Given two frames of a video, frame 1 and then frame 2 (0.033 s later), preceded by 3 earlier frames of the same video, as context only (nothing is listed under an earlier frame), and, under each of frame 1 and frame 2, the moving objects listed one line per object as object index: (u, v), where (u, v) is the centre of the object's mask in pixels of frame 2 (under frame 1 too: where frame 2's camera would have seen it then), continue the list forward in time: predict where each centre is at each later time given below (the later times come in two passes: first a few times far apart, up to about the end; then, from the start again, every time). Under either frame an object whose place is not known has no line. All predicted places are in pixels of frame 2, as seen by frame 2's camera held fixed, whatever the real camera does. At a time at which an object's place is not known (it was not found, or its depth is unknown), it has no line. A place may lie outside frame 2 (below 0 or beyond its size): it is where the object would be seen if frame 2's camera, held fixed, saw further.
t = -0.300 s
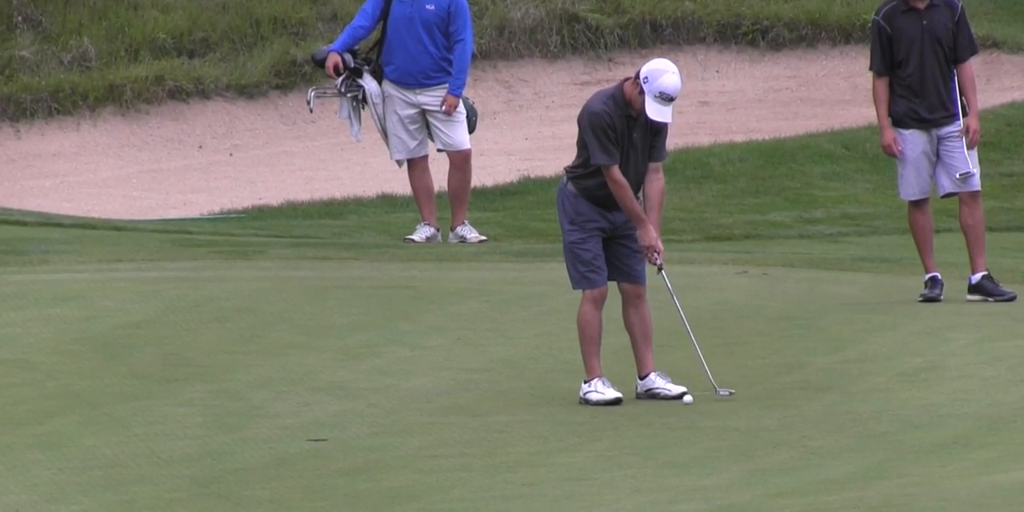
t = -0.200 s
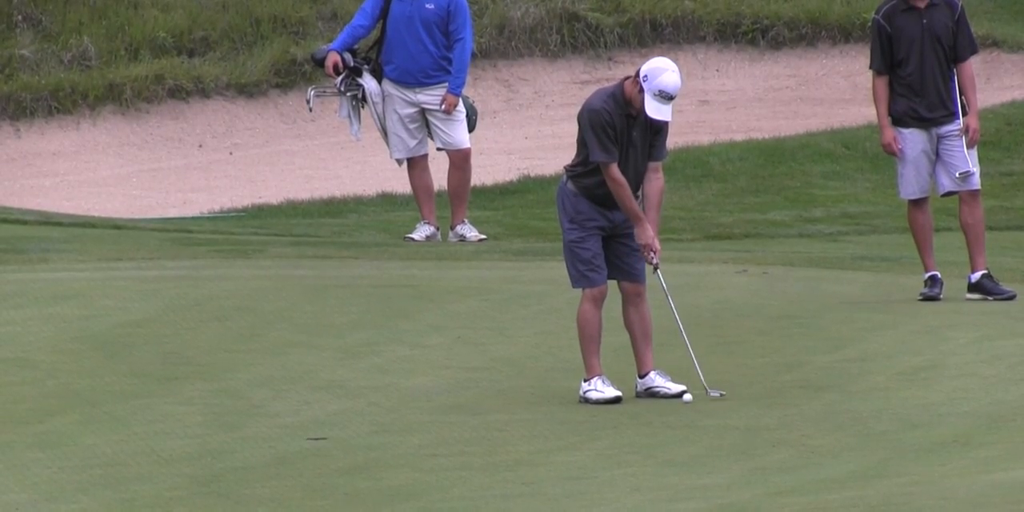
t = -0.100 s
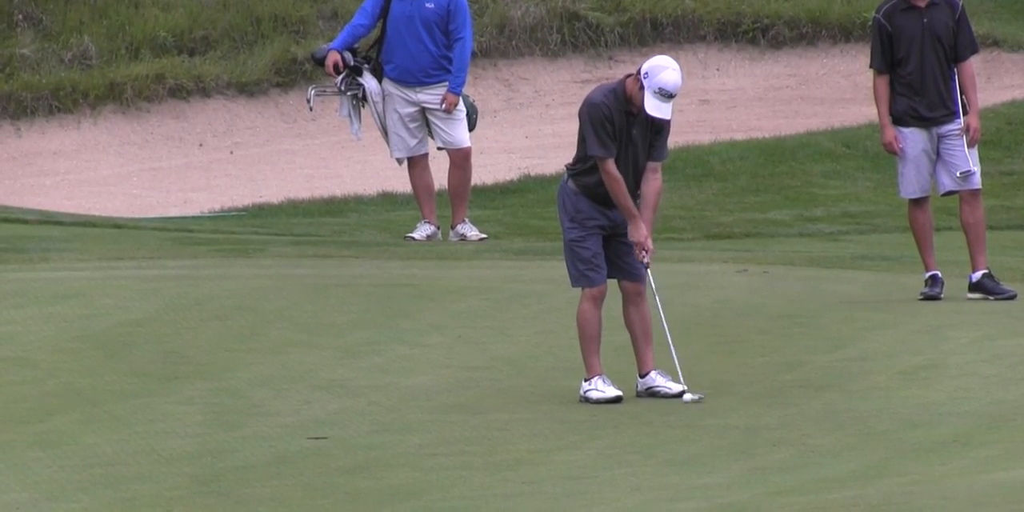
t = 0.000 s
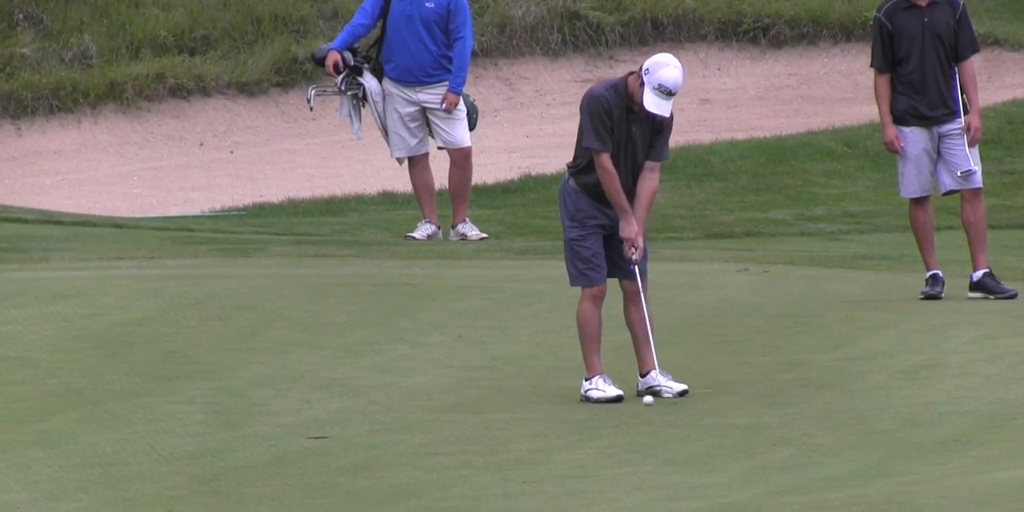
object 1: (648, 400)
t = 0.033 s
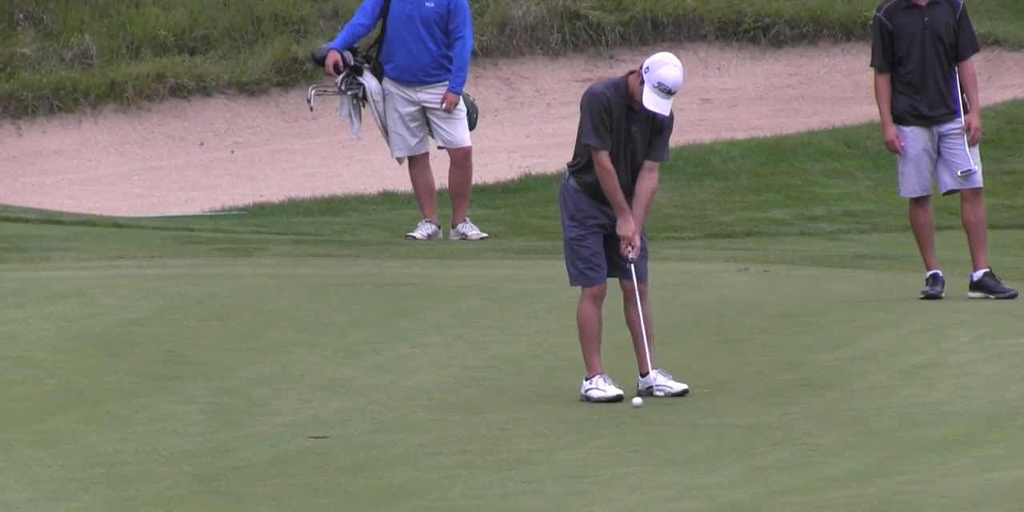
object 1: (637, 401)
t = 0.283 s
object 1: (563, 409)
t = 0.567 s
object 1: (489, 416)
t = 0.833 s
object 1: (432, 421)
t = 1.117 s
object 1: (384, 426)
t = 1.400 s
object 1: (351, 428)
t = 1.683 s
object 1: (330, 430)
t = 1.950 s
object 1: (324, 431)
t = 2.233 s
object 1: (327, 431)
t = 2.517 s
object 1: (327, 431)
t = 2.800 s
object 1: (327, 431)
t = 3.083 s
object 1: (327, 431)
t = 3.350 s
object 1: (327, 431)
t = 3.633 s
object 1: (327, 431)
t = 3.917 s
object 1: (327, 431)
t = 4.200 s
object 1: (327, 431)
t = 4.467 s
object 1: (327, 431)
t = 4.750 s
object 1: (327, 432)
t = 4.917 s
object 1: (327, 432)
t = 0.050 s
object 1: (632, 401)
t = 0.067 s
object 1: (626, 402)
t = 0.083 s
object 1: (621, 403)
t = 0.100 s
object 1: (616, 403)
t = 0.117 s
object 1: (611, 403)
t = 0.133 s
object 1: (606, 404)
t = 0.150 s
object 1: (601, 404)
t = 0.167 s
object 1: (596, 405)
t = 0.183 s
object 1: (591, 406)
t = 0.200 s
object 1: (587, 406)
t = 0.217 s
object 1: (581, 407)
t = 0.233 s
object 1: (577, 407)
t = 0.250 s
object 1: (572, 408)
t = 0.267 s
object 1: (567, 408)
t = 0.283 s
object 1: (563, 409)
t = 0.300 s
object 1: (558, 409)
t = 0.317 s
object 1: (553, 409)
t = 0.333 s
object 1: (549, 410)
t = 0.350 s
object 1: (544, 411)
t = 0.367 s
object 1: (540, 411)
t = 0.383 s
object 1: (536, 410)
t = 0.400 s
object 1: (531, 411)
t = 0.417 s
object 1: (527, 412)
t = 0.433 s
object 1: (523, 412)
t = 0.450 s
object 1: (519, 413)
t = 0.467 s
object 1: (514, 413)
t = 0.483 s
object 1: (510, 413)
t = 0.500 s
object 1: (506, 414)
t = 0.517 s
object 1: (502, 415)
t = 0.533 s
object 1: (498, 415)
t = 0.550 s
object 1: (494, 415)
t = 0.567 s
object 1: (489, 416)
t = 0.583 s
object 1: (486, 416)
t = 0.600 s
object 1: (482, 417)
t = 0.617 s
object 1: (478, 417)
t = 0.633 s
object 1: (474, 417)
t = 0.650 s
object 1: (471, 418)
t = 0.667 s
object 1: (467, 418)
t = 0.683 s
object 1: (463, 418)
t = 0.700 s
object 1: (460, 418)
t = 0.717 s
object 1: (456, 419)
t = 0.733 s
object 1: (452, 419)
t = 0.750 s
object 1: (449, 419)
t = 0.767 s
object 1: (445, 420)
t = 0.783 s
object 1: (442, 420)
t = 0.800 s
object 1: (439, 420)
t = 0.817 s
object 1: (435, 421)
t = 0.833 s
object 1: (432, 421)
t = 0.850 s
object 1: (429, 421)
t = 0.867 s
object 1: (426, 422)
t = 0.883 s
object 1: (422, 422)
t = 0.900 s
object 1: (420, 422)
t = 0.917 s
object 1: (417, 422)
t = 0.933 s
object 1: (414, 423)
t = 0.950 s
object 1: (411, 424)
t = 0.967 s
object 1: (408, 423)
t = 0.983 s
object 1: (405, 424)
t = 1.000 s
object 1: (402, 424)
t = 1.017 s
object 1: (399, 424)
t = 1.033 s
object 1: (397, 425)
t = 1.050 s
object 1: (394, 425)
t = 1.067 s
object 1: (392, 425)
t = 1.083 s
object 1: (389, 425)
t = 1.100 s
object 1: (386, 425)
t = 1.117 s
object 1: (384, 426)
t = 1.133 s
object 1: (382, 426)
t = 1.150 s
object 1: (379, 426)
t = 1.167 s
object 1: (377, 426)
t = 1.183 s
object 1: (375, 426)
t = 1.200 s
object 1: (373, 427)
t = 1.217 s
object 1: (370, 427)
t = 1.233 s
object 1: (368, 427)
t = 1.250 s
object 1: (366, 427)
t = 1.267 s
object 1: (364, 427)
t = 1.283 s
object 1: (363, 427)
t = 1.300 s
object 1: (361, 428)
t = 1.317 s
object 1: (359, 428)
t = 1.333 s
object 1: (357, 428)
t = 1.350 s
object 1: (355, 428)
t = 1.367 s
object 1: (353, 428)
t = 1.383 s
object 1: (352, 428)
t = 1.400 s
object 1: (351, 428)
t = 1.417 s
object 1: (349, 429)
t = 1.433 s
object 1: (347, 429)
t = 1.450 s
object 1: (346, 429)
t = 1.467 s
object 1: (344, 429)
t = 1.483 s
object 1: (343, 429)
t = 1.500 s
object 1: (342, 429)
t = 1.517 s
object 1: (341, 430)
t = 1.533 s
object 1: (340, 430)
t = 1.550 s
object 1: (338, 430)
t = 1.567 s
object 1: (337, 430)
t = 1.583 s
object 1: (336, 430)
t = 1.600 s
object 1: (335, 430)
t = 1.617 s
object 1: (334, 430)
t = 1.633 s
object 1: (333, 430)
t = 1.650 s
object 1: (332, 430)
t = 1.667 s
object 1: (331, 430)
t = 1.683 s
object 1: (330, 430)
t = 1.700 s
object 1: (330, 430)
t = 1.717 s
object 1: (329, 431)
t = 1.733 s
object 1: (329, 430)
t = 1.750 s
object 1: (328, 431)
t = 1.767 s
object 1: (327, 431)
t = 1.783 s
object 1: (327, 431)
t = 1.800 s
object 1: (326, 431)
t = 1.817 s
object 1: (326, 431)
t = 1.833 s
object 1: (326, 431)
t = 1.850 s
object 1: (325, 431)
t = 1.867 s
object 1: (325, 431)
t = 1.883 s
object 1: (325, 431)
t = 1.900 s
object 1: (324, 431)
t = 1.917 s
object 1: (325, 431)
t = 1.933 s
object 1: (325, 431)
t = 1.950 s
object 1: (324, 431)
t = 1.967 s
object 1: (324, 431)
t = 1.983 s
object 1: (325, 431)
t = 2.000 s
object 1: (325, 431)
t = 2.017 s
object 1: (325, 431)
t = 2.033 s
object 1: (325, 431)
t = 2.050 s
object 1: (325, 431)
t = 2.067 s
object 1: (325, 431)
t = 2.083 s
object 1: (325, 431)
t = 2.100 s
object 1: (326, 431)
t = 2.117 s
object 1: (326, 431)
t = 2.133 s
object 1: (326, 431)
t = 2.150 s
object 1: (326, 431)
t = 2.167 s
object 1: (326, 431)
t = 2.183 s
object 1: (326, 431)
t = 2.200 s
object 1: (327, 431)
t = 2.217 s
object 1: (326, 431)
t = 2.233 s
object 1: (327, 431)
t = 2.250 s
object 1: (327, 431)
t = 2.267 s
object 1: (327, 431)
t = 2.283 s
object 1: (327, 431)
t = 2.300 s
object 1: (327, 431)
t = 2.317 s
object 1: (327, 431)
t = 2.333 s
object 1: (327, 431)
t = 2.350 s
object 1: (327, 431)
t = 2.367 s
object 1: (327, 431)
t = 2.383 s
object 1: (327, 431)
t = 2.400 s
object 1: (327, 431)
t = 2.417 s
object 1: (327, 431)
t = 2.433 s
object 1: (327, 431)
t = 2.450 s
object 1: (327, 431)
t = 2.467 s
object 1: (327, 431)
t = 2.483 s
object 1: (327, 431)
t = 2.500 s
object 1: (327, 431)
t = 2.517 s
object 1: (327, 431)
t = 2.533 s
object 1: (327, 431)
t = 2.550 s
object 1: (327, 431)
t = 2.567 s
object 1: (327, 431)
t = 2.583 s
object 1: (327, 431)
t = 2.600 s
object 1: (327, 431)
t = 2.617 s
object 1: (327, 431)
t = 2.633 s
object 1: (327, 431)
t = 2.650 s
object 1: (327, 431)
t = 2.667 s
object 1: (327, 431)
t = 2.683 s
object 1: (327, 431)
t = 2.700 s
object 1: (327, 431)
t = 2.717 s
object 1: (327, 431)
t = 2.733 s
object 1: (327, 431)
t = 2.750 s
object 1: (327, 431)
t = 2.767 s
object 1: (327, 431)
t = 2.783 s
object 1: (327, 431)
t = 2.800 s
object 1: (327, 431)
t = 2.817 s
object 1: (327, 431)
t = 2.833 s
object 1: (327, 431)
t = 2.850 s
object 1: (327, 431)
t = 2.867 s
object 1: (327, 431)
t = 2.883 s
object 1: (327, 431)
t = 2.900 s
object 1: (327, 431)
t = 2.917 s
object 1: (327, 431)
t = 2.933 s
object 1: (327, 431)
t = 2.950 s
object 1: (327, 431)
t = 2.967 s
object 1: (327, 431)
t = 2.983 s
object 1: (327, 431)
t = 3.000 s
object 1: (327, 431)
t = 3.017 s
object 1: (327, 431)
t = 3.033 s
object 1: (327, 431)
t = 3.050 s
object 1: (327, 431)
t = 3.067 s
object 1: (327, 431)
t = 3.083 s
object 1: (327, 431)
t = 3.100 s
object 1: (327, 431)
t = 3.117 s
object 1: (327, 431)
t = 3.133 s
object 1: (327, 431)
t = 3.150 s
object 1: (327, 431)
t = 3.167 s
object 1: (327, 431)
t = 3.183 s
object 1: (327, 431)
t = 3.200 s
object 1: (327, 431)
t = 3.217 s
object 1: (327, 431)
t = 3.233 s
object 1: (327, 431)
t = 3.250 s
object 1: (327, 431)
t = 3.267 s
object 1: (327, 431)
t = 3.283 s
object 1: (327, 431)
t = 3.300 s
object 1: (327, 431)
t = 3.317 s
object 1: (327, 431)
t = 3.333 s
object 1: (327, 431)
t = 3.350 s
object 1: (327, 431)
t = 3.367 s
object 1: (327, 431)
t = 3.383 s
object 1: (327, 431)
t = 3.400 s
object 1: (327, 431)
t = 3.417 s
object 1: (327, 431)
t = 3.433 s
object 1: (327, 431)
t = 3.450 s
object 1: (327, 431)
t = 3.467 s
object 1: (327, 431)
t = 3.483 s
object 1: (327, 431)
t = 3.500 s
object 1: (327, 431)
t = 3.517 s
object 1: (327, 431)
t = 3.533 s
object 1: (327, 431)
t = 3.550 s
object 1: (327, 431)
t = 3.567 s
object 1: (327, 431)
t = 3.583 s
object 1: (327, 431)
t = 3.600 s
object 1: (327, 431)
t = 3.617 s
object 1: (327, 431)
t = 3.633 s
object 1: (327, 431)
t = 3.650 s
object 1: (327, 431)
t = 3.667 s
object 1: (327, 431)
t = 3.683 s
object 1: (327, 431)
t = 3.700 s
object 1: (327, 431)
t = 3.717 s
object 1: (327, 431)
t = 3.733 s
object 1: (327, 431)
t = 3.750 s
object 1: (327, 431)
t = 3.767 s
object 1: (327, 431)
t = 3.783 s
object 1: (327, 431)
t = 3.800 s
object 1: (327, 431)
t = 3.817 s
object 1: (327, 431)
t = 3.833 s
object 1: (327, 431)
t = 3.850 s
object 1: (327, 431)
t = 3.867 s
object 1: (327, 431)
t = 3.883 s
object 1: (327, 431)
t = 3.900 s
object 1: (327, 431)
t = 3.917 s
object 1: (327, 431)
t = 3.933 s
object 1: (327, 431)
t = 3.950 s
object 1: (327, 431)
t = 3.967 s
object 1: (327, 431)
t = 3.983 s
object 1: (327, 431)
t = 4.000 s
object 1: (327, 431)
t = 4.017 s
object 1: (327, 431)
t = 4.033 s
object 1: (327, 431)
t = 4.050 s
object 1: (327, 431)
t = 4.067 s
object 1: (327, 431)
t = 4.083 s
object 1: (327, 431)
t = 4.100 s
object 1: (327, 431)
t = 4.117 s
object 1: (327, 431)
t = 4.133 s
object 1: (327, 431)
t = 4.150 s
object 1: (327, 431)
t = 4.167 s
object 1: (327, 431)
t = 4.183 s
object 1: (327, 431)
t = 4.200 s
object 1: (327, 431)
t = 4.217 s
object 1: (327, 431)
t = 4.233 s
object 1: (327, 431)
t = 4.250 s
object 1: (327, 431)
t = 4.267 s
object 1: (327, 431)
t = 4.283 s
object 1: (327, 431)
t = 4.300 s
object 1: (327, 431)
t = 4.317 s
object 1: (327, 432)
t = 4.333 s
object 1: (327, 432)
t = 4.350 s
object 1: (327, 431)
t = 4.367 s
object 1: (327, 431)
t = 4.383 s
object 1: (327, 431)
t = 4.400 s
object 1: (327, 431)
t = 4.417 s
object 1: (327, 431)
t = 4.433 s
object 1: (327, 431)
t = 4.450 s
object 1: (328, 431)
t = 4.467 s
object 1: (327, 431)
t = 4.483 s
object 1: (327, 431)
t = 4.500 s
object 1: (327, 431)
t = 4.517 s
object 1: (327, 431)
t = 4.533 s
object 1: (327, 432)
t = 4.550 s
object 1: (327, 432)
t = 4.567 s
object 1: (327, 432)
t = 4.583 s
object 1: (327, 432)
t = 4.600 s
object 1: (327, 432)
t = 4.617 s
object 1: (326, 431)
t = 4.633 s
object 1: (327, 431)
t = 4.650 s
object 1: (327, 432)
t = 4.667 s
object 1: (327, 432)
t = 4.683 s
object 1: (327, 432)
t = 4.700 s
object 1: (327, 432)
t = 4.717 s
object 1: (327, 432)
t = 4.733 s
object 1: (327, 432)
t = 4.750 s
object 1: (327, 432)
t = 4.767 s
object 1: (327, 432)
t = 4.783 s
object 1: (327, 432)
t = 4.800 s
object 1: (327, 432)
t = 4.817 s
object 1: (327, 432)
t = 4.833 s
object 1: (327, 432)
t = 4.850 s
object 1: (327, 432)
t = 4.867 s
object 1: (327, 432)
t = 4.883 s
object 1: (327, 432)
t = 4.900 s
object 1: (327, 432)
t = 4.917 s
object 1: (327, 432)
